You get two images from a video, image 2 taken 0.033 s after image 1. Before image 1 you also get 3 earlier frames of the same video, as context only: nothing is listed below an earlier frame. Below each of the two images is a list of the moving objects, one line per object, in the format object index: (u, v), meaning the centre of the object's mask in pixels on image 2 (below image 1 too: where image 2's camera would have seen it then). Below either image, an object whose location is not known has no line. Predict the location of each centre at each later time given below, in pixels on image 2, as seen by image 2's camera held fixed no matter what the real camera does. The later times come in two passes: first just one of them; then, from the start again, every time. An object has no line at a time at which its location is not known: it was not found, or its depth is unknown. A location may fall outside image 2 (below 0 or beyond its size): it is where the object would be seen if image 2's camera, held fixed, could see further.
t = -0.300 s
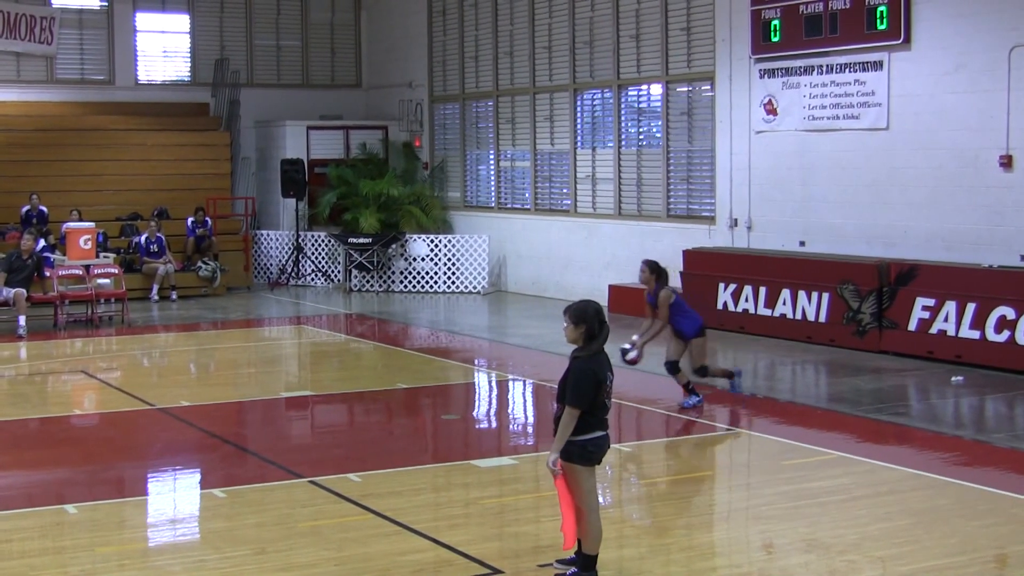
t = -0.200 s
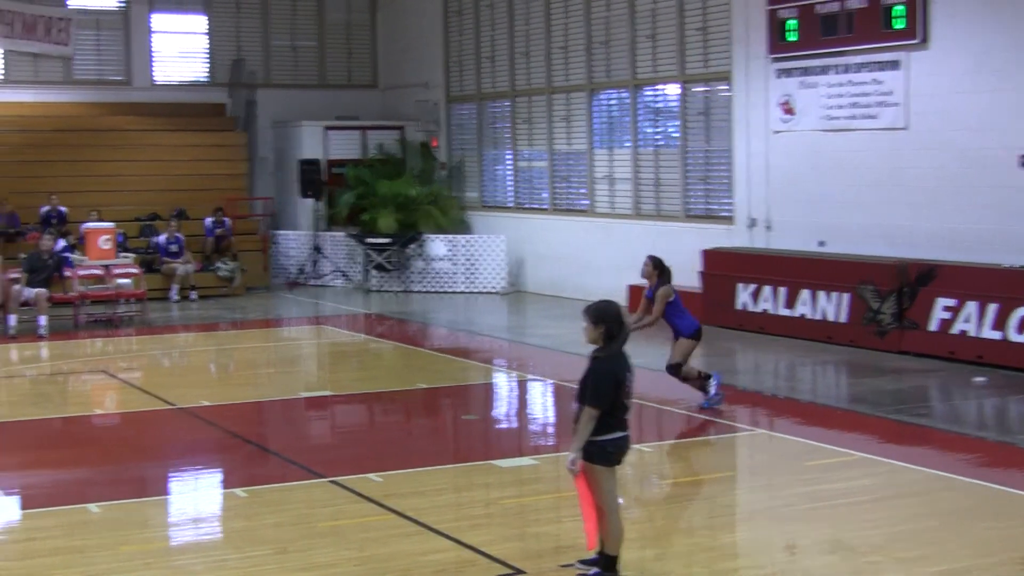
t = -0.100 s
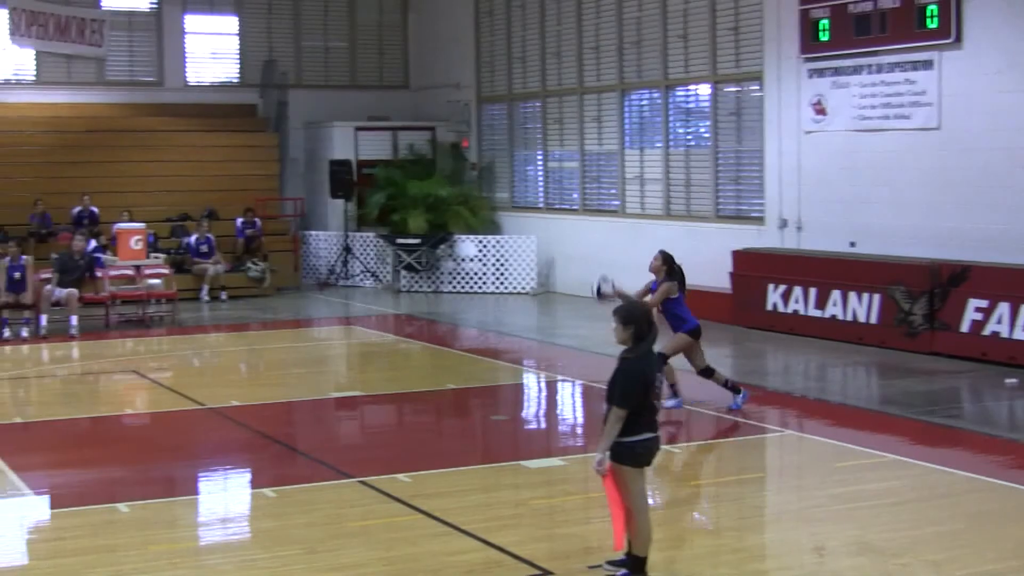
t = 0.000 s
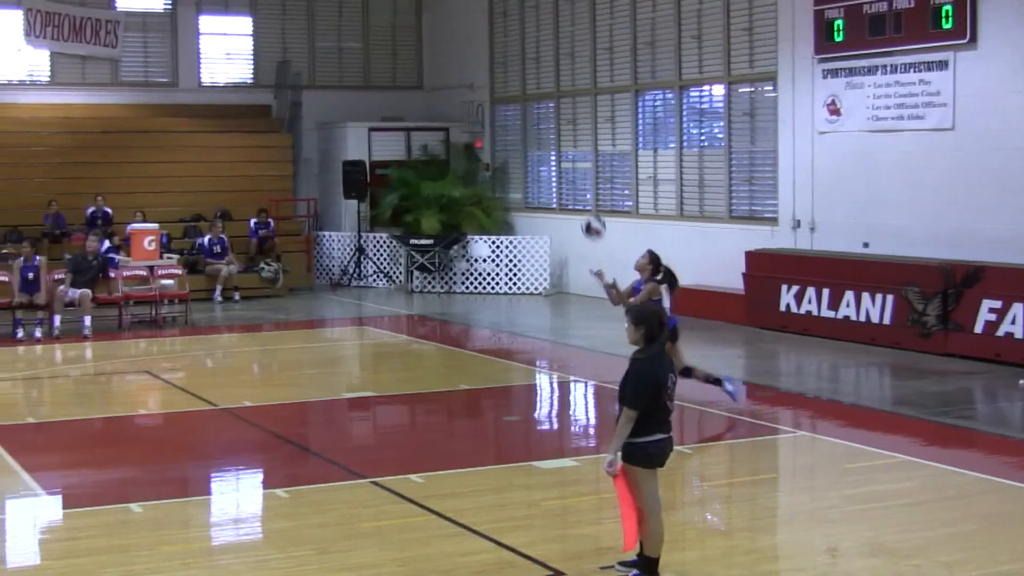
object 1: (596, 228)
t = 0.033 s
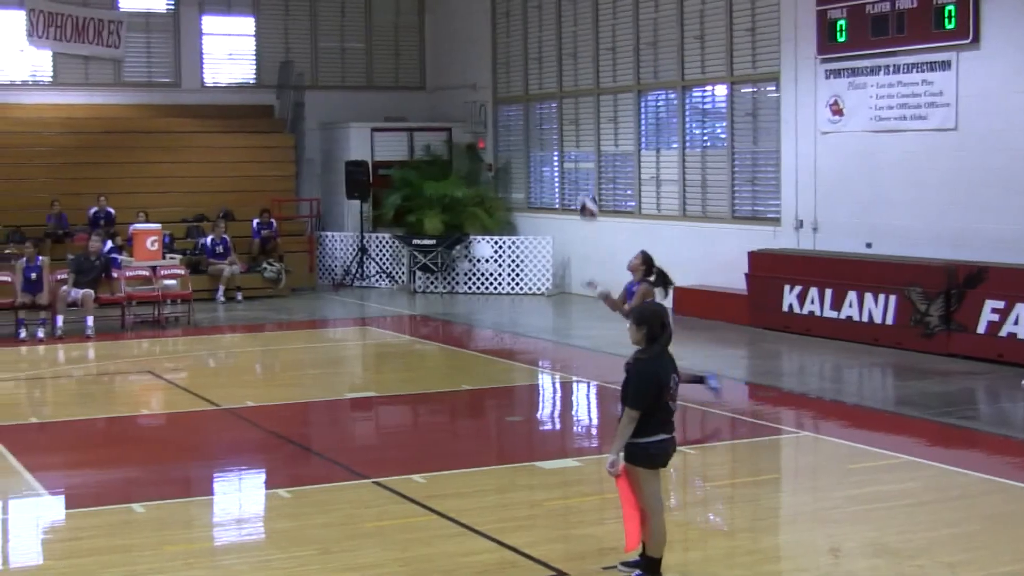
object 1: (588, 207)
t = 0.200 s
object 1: (557, 131)
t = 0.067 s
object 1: (583, 191)
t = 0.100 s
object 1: (576, 173)
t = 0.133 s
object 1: (569, 157)
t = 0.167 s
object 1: (563, 143)
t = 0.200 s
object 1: (557, 131)
